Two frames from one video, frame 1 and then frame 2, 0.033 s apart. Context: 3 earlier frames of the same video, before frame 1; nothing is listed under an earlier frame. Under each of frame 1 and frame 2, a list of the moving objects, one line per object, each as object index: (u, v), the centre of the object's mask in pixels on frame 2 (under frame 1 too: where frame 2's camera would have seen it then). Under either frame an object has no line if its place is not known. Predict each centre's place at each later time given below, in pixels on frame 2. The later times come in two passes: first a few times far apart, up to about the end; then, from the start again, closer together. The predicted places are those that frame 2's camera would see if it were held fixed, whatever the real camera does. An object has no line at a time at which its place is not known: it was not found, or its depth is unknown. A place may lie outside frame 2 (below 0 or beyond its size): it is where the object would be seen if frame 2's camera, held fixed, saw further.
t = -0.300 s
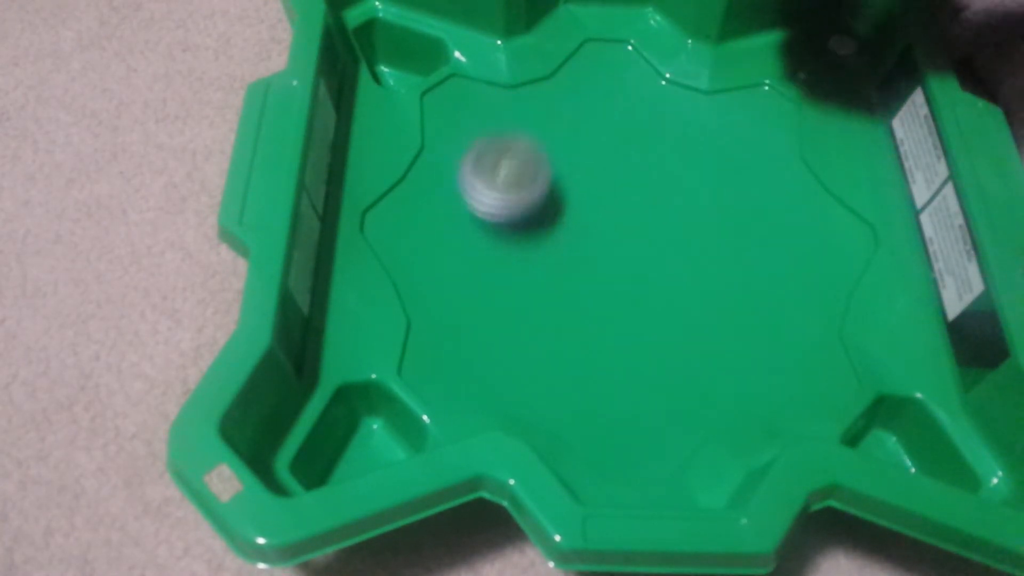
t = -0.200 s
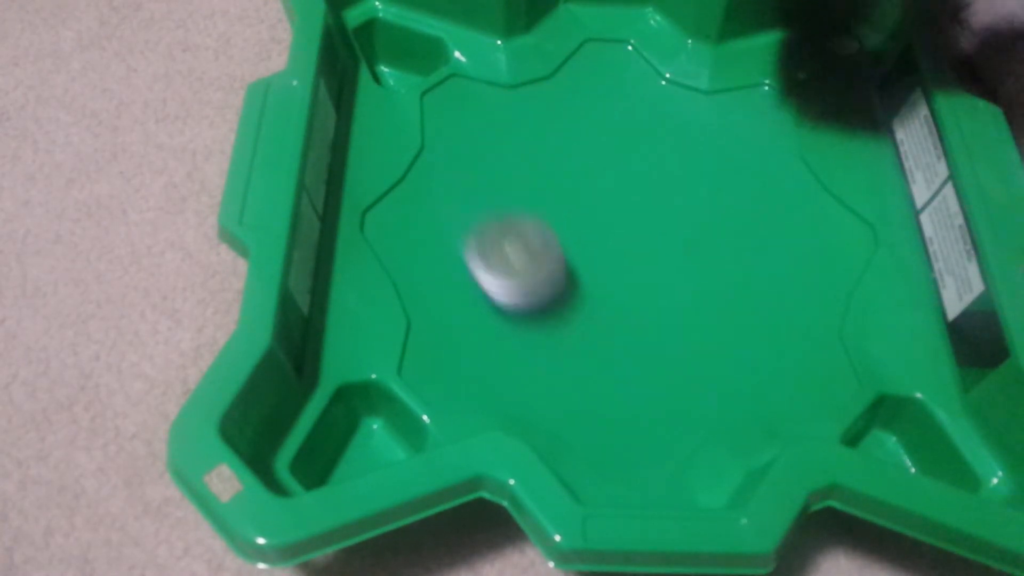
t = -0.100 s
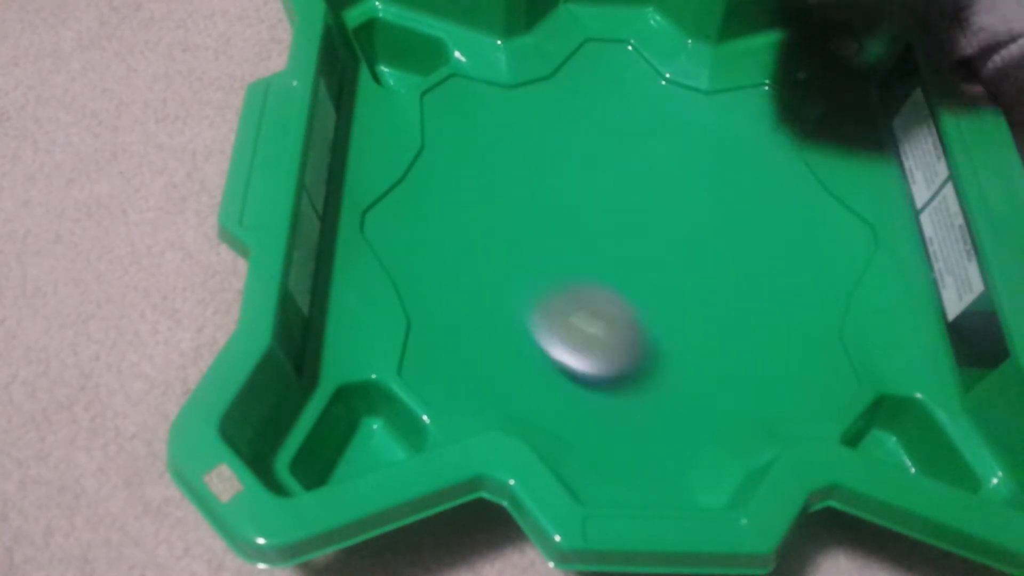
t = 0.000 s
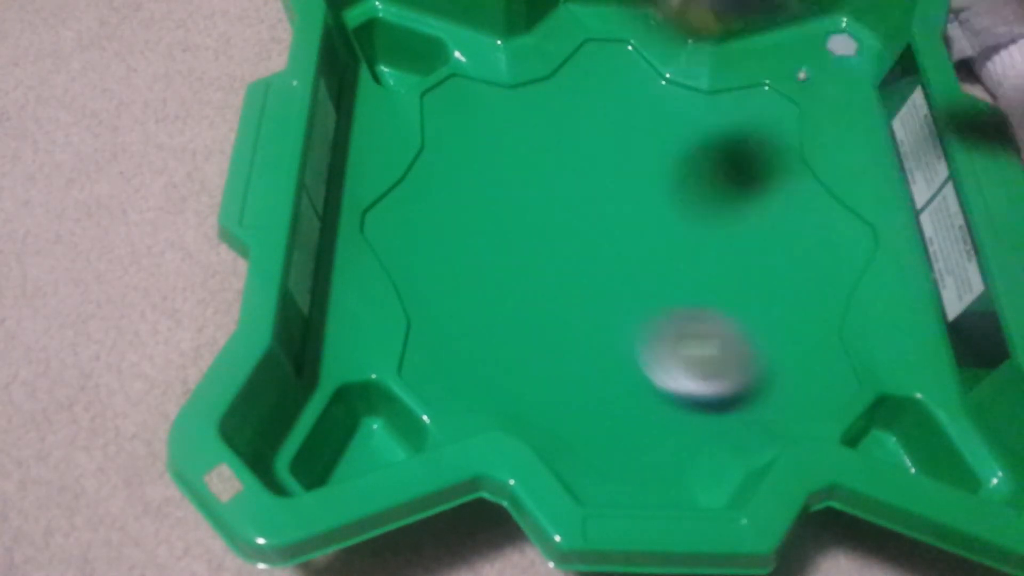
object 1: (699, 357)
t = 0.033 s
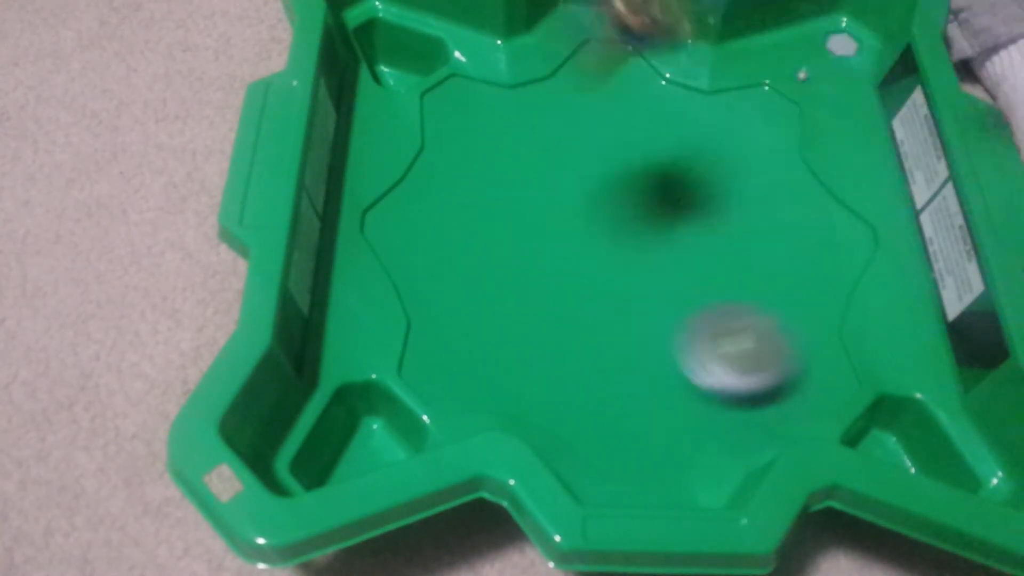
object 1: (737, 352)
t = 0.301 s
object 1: (830, 181)
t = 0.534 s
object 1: (644, 99)
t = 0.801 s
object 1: (483, 229)
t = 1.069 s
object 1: (638, 383)
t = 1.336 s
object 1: (796, 277)
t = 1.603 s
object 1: (654, 151)
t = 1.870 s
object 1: (482, 200)
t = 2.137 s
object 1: (557, 333)
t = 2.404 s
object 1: (704, 272)
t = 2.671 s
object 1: (641, 150)
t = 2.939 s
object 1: (521, 170)
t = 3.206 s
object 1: (583, 261)
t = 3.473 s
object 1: (656, 294)
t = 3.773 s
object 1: (705, 293)
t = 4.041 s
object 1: (708, 270)
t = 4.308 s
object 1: (702, 285)
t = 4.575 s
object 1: (695, 273)
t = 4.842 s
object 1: (642, 279)
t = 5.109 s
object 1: (610, 294)
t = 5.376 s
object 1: (588, 282)
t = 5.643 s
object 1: (572, 248)
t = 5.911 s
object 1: (510, 204)
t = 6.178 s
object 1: (491, 201)
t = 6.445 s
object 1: (547, 204)
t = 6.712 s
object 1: (625, 188)
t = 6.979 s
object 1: (670, 165)
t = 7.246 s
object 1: (693, 174)
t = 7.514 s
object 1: (694, 213)
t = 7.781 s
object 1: (683, 259)
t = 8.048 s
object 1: (669, 288)
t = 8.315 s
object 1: (678, 295)
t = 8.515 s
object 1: (649, 275)
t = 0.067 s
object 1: (768, 342)
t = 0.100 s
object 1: (798, 324)
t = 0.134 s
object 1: (822, 303)
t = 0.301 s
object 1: (830, 181)
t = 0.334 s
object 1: (814, 159)
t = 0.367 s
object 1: (792, 141)
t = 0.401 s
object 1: (766, 124)
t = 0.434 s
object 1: (740, 112)
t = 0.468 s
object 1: (708, 103)
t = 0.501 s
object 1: (676, 99)
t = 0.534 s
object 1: (644, 99)
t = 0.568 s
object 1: (614, 104)
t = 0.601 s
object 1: (582, 113)
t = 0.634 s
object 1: (555, 125)
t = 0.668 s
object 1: (532, 141)
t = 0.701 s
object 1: (511, 161)
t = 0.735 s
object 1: (497, 181)
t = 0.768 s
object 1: (487, 204)
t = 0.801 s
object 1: (483, 229)
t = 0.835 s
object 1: (486, 254)
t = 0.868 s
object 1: (493, 279)
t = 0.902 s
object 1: (507, 304)
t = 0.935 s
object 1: (527, 328)
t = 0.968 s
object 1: (549, 347)
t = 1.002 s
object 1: (576, 363)
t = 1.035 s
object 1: (608, 376)
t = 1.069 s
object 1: (638, 383)
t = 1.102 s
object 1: (670, 385)
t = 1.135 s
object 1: (702, 381)
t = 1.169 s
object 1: (731, 371)
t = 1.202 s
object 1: (755, 358)
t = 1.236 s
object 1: (773, 342)
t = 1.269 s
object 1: (787, 322)
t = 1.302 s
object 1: (795, 300)
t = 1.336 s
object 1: (796, 277)
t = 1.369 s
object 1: (790, 255)
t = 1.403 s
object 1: (780, 234)
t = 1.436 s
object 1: (766, 215)
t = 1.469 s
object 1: (749, 197)
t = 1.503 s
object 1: (727, 182)
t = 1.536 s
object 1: (705, 169)
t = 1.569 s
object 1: (680, 159)
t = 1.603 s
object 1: (654, 151)
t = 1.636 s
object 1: (628, 146)
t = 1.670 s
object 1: (601, 145)
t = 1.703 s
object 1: (576, 146)
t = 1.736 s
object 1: (552, 150)
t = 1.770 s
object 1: (529, 159)
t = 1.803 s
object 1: (510, 169)
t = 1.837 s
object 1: (494, 183)
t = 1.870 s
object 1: (482, 200)
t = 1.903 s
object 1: (475, 218)
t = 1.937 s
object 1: (473, 237)
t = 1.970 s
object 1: (476, 259)
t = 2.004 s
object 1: (485, 278)
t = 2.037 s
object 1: (497, 296)
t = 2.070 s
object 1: (513, 312)
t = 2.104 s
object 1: (534, 325)
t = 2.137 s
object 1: (557, 333)
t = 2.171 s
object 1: (581, 339)
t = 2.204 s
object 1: (606, 339)
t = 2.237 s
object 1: (629, 335)
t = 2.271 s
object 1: (651, 328)
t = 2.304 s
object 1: (670, 318)
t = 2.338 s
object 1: (686, 305)
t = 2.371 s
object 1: (697, 290)
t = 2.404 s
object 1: (704, 272)
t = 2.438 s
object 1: (709, 254)
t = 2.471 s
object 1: (709, 236)
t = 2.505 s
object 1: (705, 218)
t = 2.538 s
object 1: (697, 201)
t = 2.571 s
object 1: (686, 186)
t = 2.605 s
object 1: (673, 172)
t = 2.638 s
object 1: (658, 160)
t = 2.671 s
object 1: (641, 150)
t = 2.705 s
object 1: (623, 142)
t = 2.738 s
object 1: (605, 138)
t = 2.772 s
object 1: (586, 137)
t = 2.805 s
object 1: (568, 137)
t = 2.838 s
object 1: (552, 141)
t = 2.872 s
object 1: (540, 148)
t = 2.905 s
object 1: (529, 158)
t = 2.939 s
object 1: (521, 170)
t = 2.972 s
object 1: (515, 182)
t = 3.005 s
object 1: (516, 196)
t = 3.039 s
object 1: (519, 210)
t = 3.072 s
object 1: (527, 224)
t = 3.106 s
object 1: (538, 236)
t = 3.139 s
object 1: (552, 248)
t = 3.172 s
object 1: (568, 256)
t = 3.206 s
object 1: (583, 261)
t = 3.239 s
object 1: (599, 266)
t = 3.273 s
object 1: (609, 273)
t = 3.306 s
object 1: (614, 282)
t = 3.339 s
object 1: (621, 289)
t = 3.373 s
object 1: (629, 294)
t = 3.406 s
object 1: (637, 295)
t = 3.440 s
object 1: (646, 295)
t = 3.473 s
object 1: (656, 294)
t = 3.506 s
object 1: (664, 291)
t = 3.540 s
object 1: (671, 288)
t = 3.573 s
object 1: (678, 283)
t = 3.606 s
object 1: (684, 278)
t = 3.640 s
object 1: (689, 277)
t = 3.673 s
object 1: (693, 276)
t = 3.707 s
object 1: (697, 279)
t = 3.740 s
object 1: (702, 289)
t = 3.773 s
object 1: (705, 293)
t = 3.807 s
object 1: (707, 294)
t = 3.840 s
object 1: (711, 294)
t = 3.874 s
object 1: (713, 291)
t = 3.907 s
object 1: (715, 288)
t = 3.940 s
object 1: (714, 284)
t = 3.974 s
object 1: (714, 279)
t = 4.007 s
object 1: (712, 275)
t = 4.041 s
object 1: (708, 270)
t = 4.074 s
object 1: (703, 265)
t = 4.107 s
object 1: (696, 260)
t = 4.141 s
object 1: (689, 256)
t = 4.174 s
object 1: (681, 252)
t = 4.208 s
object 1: (686, 260)
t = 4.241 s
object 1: (694, 273)
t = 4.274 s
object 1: (700, 281)
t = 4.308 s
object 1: (702, 285)
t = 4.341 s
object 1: (704, 287)
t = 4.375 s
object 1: (705, 287)
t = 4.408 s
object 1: (706, 286)
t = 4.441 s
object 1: (706, 284)
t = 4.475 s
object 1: (705, 283)
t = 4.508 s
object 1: (703, 280)
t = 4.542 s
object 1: (701, 277)
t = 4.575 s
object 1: (695, 273)
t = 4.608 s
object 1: (690, 270)
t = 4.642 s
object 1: (683, 268)
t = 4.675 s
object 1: (675, 265)
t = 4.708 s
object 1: (667, 262)
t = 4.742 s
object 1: (659, 260)
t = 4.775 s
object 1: (652, 262)
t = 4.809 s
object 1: (647, 273)
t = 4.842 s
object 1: (642, 279)
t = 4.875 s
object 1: (637, 283)
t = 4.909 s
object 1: (632, 285)
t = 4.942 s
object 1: (628, 288)
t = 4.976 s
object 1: (623, 290)
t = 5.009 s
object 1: (619, 291)
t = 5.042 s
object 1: (616, 293)
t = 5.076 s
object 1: (613, 294)
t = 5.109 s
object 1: (610, 294)
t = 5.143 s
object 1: (607, 294)
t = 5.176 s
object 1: (604, 294)
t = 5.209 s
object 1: (600, 293)
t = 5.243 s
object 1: (598, 292)
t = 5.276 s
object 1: (595, 290)
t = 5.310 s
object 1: (593, 288)
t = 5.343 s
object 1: (590, 285)
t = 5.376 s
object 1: (588, 282)
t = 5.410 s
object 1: (585, 279)
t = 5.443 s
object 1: (583, 275)
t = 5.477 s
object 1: (581, 271)
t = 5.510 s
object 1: (579, 267)
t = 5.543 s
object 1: (577, 263)
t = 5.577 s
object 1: (575, 258)
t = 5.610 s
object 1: (574, 253)
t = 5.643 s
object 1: (572, 248)
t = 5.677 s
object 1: (571, 243)
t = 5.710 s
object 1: (570, 238)
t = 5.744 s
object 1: (569, 232)
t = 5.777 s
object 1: (568, 228)
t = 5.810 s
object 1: (557, 223)
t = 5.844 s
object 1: (536, 215)
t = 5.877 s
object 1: (520, 208)
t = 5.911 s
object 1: (510, 204)
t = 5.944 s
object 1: (503, 202)
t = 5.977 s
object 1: (498, 201)
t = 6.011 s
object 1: (494, 200)
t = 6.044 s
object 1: (491, 200)
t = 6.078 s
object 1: (489, 200)
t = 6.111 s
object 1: (489, 200)
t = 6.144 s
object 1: (489, 200)
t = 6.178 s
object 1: (491, 201)
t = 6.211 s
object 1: (494, 201)
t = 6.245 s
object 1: (499, 203)
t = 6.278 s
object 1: (505, 204)
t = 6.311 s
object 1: (511, 204)
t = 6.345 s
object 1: (519, 205)
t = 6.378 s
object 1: (528, 205)
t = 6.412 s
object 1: (537, 205)
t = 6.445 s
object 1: (547, 204)
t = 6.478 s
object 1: (557, 204)
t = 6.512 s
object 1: (567, 203)
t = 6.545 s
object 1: (578, 202)
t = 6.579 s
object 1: (588, 201)
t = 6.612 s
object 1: (599, 199)
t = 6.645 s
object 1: (609, 197)
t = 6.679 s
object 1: (618, 194)
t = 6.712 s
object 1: (625, 188)
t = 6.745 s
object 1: (631, 182)
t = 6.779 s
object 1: (638, 178)
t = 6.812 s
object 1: (644, 175)
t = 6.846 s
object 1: (650, 172)
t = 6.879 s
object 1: (655, 170)
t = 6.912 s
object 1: (660, 169)
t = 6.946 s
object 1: (665, 165)
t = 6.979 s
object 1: (670, 165)
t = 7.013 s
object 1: (674, 164)
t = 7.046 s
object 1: (678, 164)
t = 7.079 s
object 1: (681, 165)
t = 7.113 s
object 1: (683, 165)
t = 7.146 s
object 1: (686, 166)
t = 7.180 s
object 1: (689, 169)
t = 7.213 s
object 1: (691, 172)
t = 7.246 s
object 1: (693, 174)
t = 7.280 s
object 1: (694, 178)
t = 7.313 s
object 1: (695, 181)
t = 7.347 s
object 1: (695, 185)
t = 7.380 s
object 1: (696, 190)
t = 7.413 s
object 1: (695, 195)
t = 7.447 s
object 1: (695, 201)
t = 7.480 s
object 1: (695, 206)
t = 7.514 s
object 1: (694, 213)
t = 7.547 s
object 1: (692, 220)
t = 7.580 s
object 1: (691, 226)
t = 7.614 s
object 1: (690, 231)
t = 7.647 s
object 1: (690, 237)
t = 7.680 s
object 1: (688, 243)
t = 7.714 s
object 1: (687, 249)
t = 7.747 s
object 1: (685, 254)
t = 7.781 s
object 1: (683, 259)
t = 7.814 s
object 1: (680, 264)
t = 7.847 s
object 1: (677, 268)
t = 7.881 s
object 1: (674, 272)
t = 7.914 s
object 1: (675, 276)
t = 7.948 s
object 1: (676, 281)
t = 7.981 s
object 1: (674, 283)
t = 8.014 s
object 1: (671, 286)
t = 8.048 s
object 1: (669, 288)
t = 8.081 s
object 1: (670, 290)
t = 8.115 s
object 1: (678, 296)
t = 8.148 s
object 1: (681, 298)
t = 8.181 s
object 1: (682, 299)
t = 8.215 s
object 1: (682, 299)
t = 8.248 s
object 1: (682, 299)
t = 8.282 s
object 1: (680, 297)
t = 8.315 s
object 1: (678, 295)
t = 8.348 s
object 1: (675, 293)
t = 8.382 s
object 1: (670, 290)
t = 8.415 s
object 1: (666, 286)
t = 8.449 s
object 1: (661, 282)
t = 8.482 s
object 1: (655, 279)
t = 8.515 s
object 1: (649, 275)
